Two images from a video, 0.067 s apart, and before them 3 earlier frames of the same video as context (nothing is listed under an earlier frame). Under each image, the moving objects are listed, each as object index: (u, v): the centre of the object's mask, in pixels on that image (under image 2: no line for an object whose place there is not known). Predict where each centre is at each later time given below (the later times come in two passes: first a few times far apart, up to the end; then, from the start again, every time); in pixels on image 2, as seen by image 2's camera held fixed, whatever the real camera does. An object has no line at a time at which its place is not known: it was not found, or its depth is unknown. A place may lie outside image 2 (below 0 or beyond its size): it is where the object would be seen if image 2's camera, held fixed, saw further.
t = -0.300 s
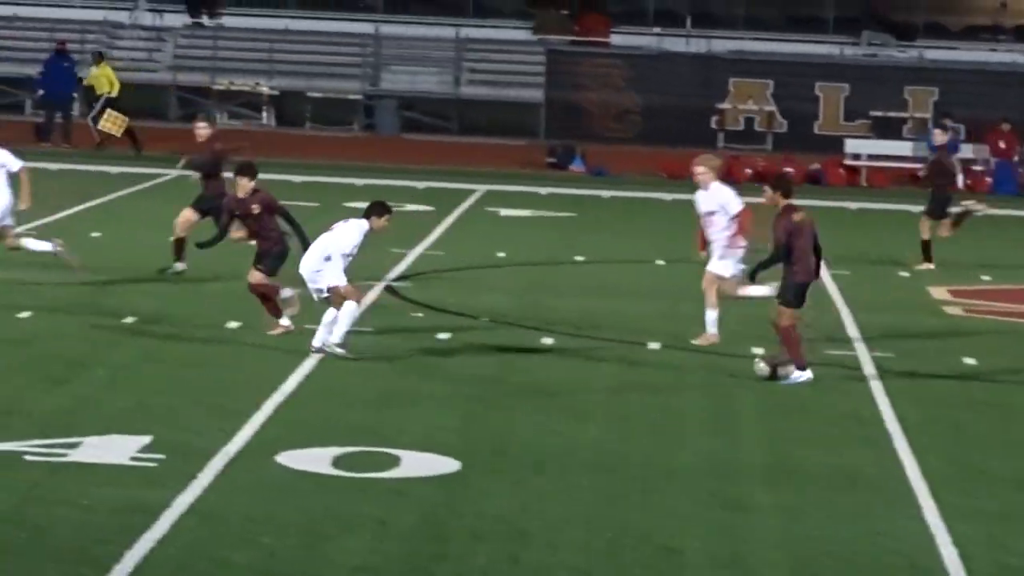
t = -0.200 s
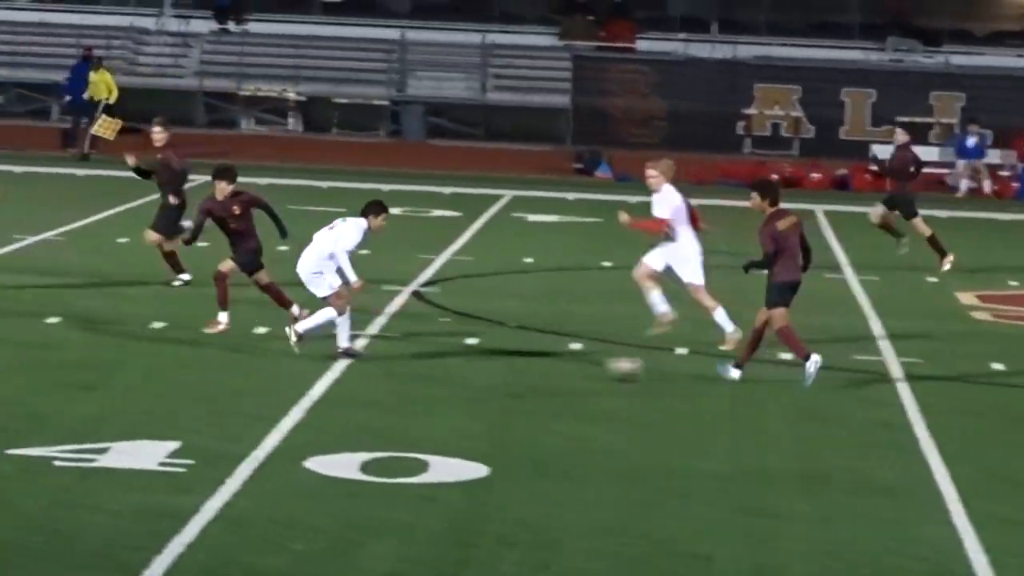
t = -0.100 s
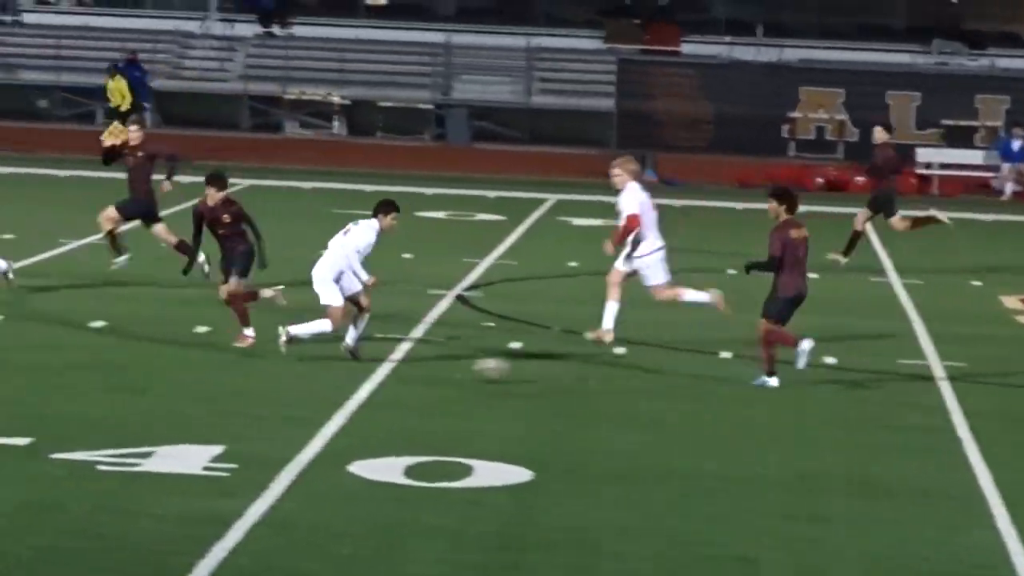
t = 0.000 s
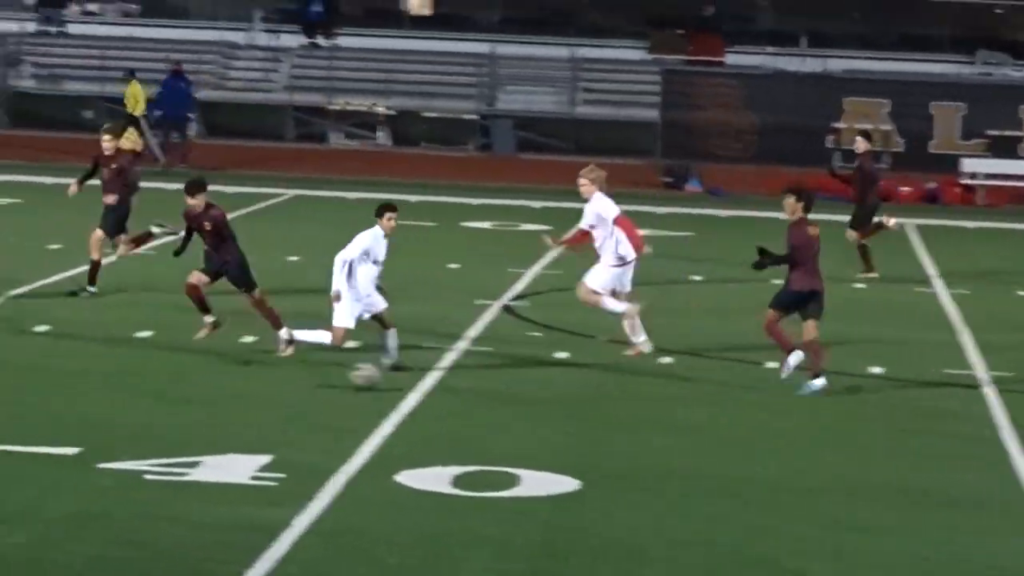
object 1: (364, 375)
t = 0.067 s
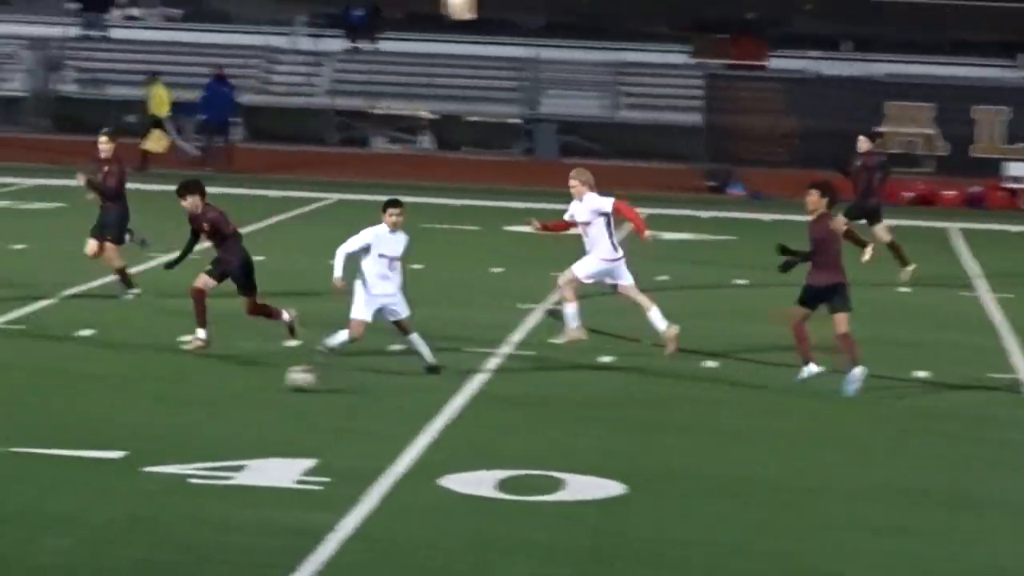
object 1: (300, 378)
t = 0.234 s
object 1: (35, 377)
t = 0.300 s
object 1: (-60, 377)
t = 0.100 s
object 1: (248, 377)
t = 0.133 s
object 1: (195, 374)
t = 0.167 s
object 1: (143, 373)
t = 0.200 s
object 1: (90, 375)
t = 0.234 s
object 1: (35, 377)
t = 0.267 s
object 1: (-14, 376)
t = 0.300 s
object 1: (-60, 377)
